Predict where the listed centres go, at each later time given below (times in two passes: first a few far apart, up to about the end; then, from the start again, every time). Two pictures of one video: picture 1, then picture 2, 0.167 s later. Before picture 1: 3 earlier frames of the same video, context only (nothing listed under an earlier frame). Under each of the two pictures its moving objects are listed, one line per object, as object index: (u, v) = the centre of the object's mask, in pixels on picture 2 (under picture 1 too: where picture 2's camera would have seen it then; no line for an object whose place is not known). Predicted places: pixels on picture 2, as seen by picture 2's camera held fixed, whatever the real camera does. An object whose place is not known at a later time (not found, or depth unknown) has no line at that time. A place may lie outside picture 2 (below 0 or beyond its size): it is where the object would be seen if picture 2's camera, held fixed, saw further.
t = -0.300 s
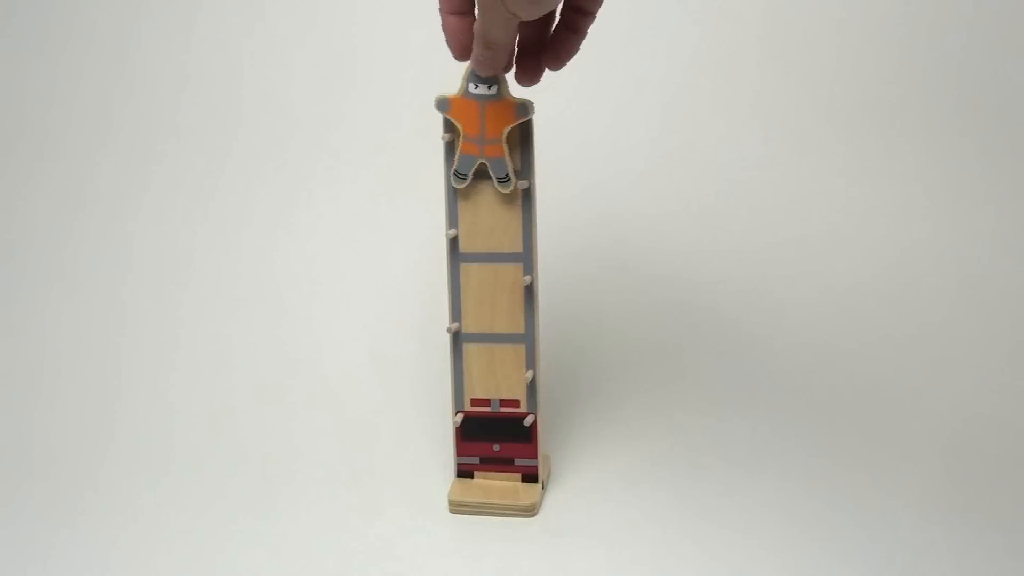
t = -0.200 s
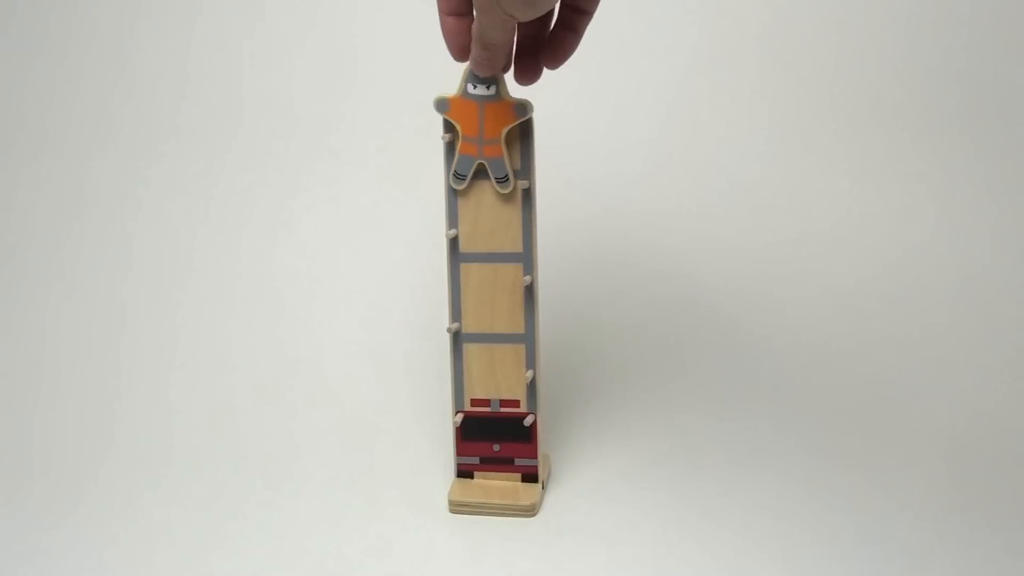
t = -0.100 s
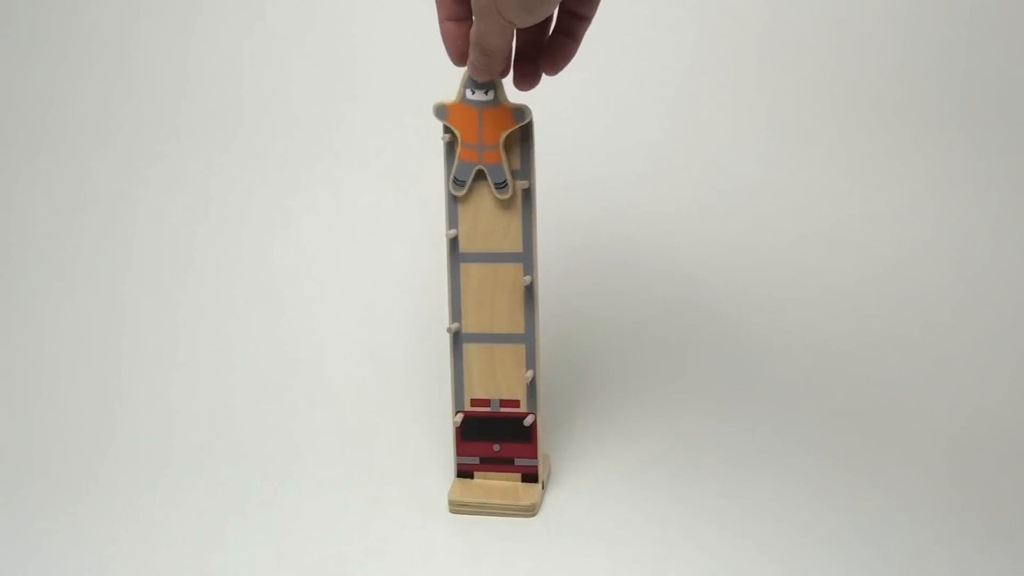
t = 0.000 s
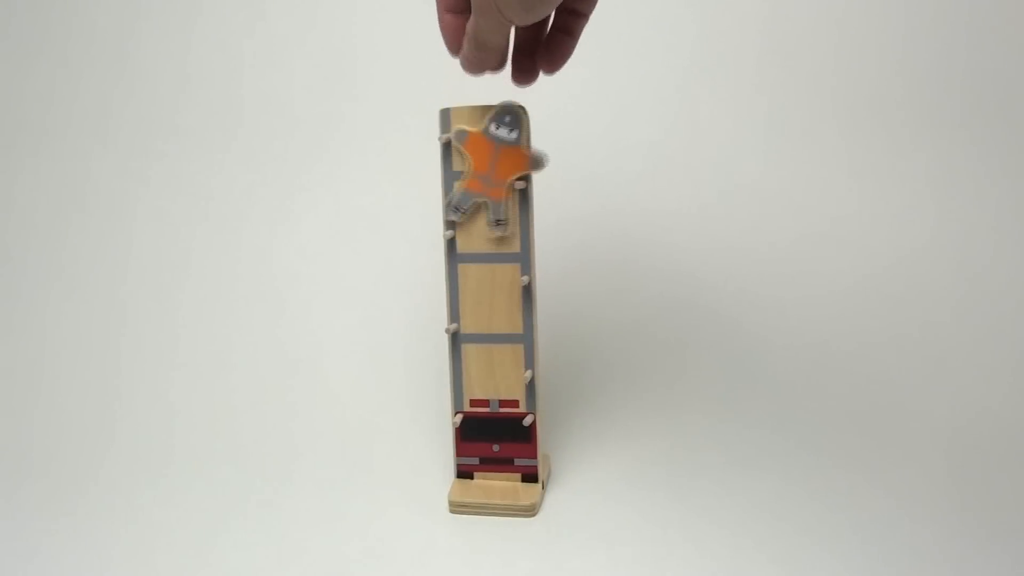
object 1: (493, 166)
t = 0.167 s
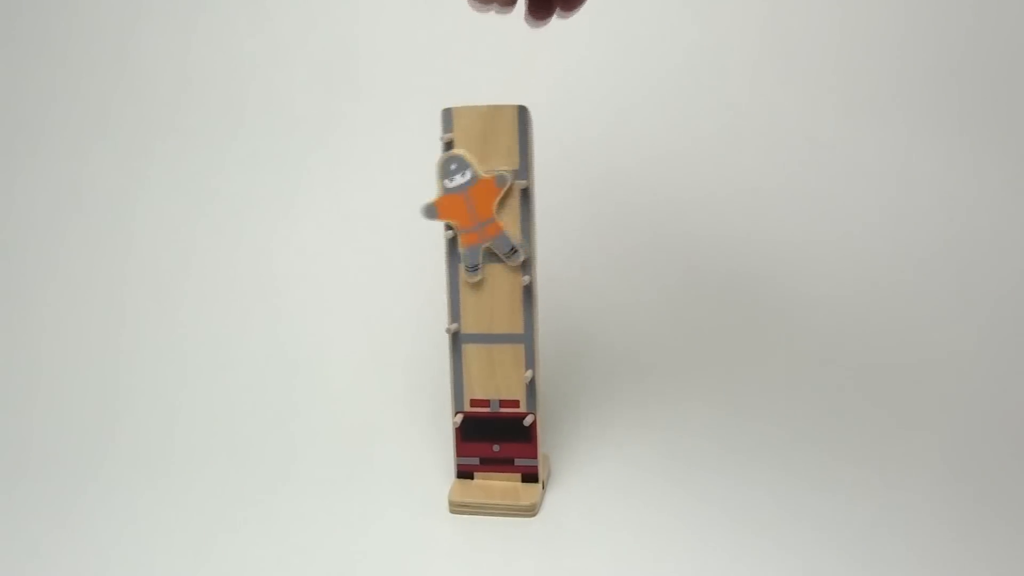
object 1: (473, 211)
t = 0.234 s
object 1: (476, 221)
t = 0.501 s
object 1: (487, 303)
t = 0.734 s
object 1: (504, 357)
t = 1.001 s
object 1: (491, 417)
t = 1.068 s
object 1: (495, 418)
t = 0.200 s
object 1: (477, 218)
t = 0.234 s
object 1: (476, 221)
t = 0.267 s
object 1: (479, 226)
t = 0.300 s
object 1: (489, 245)
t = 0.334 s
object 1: (497, 261)
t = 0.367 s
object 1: (504, 260)
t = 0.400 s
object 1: (499, 266)
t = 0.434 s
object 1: (501, 268)
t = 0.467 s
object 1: (493, 281)
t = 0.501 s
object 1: (487, 303)
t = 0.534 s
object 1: (476, 307)
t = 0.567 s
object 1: (483, 313)
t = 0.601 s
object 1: (483, 317)
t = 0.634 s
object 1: (483, 321)
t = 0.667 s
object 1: (490, 339)
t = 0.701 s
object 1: (500, 356)
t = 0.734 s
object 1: (504, 357)
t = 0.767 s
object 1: (500, 362)
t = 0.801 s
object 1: (500, 364)
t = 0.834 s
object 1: (495, 371)
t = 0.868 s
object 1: (486, 385)
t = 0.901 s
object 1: (486, 406)
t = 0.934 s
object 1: (487, 406)
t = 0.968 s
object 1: (487, 411)
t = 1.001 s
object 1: (491, 417)
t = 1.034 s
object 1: (492, 415)
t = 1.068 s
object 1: (495, 418)
